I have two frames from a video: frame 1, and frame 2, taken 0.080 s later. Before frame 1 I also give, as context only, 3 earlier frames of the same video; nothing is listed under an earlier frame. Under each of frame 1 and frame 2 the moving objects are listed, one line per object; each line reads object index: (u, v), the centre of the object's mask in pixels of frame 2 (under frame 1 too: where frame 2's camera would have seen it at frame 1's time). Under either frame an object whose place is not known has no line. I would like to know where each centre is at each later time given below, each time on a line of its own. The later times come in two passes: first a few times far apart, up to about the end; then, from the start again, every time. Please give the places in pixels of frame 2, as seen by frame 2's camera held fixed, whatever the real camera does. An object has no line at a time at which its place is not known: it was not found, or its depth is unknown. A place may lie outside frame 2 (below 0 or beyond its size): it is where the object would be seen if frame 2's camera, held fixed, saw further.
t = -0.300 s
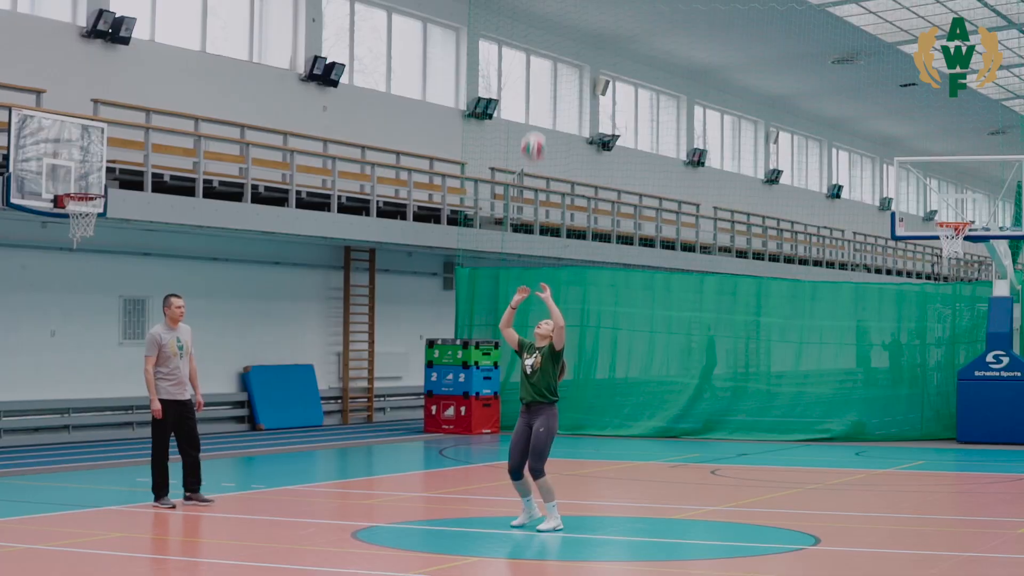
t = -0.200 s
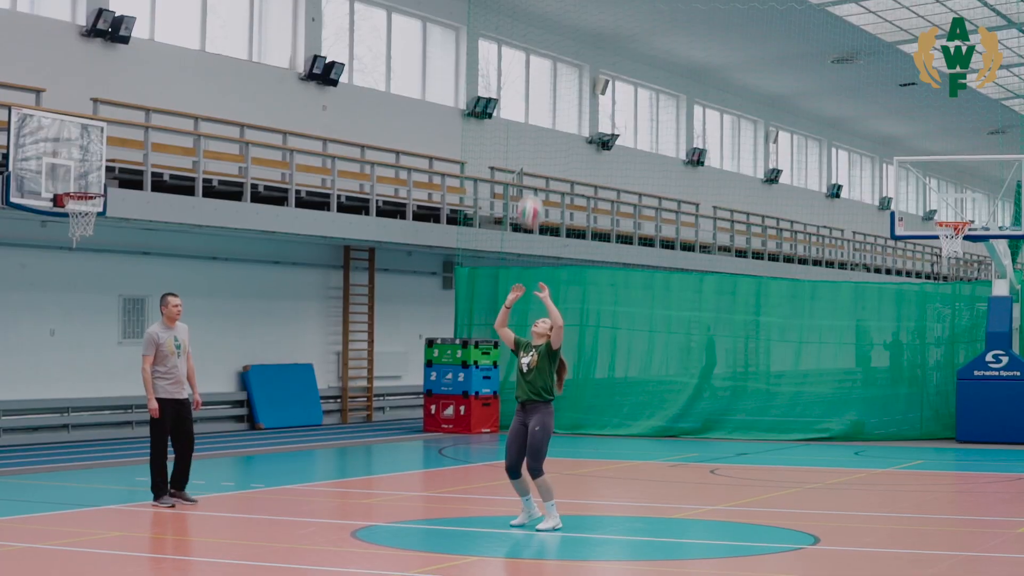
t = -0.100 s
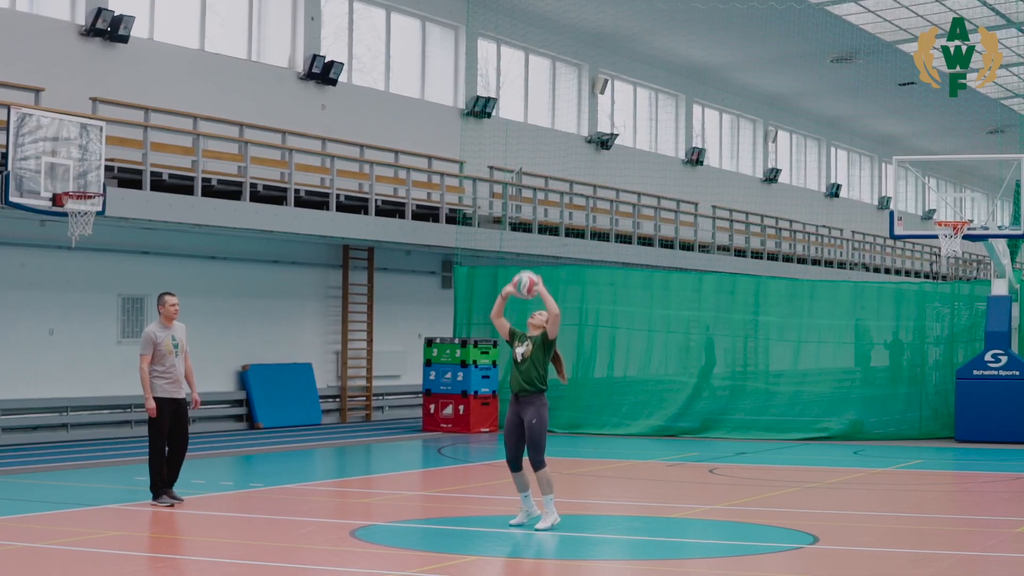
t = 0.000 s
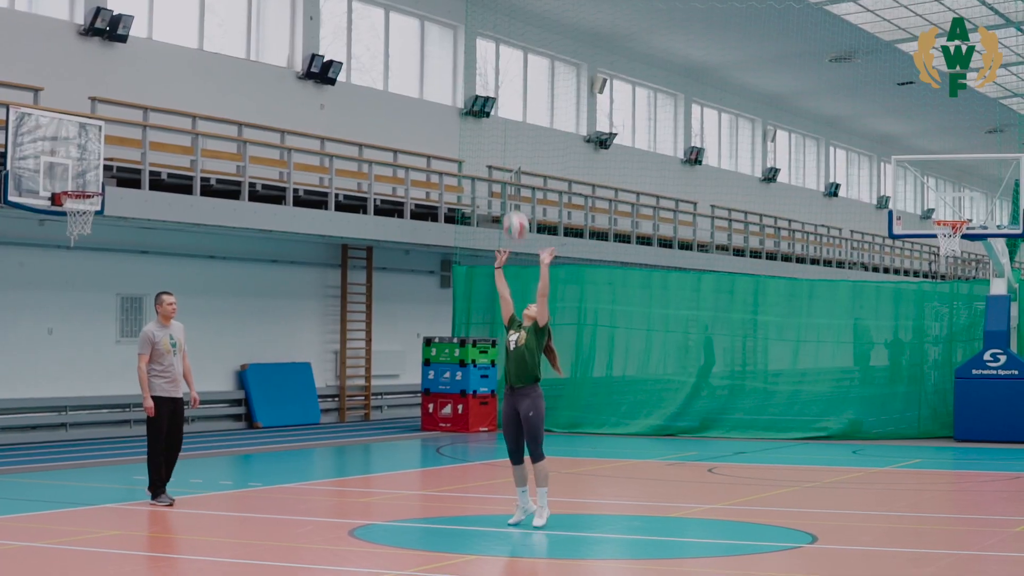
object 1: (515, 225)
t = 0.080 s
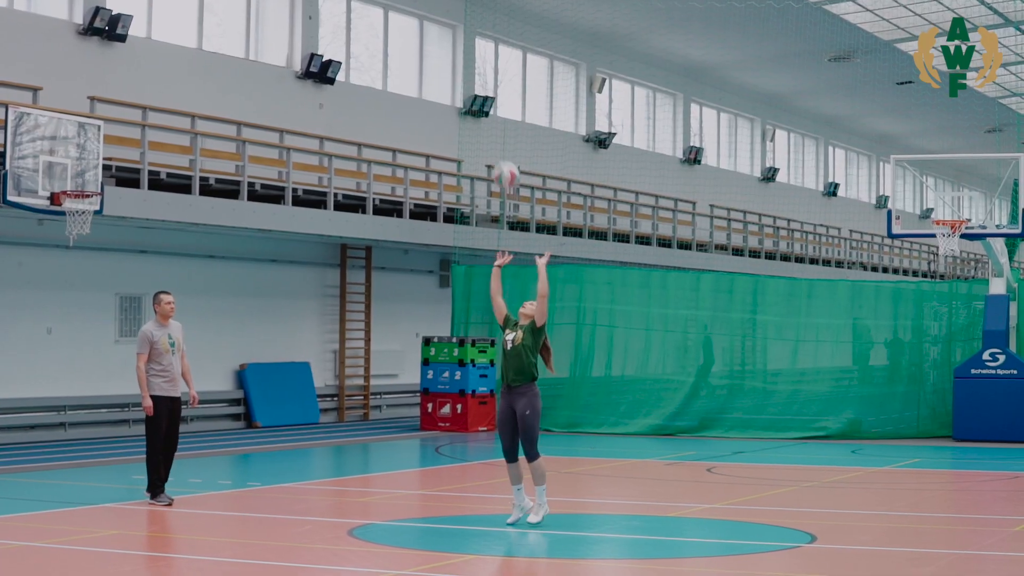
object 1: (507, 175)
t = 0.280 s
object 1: (484, 84)
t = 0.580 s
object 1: (451, 36)
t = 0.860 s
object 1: (419, 91)
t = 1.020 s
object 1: (401, 165)
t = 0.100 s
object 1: (504, 164)
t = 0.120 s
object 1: (501, 152)
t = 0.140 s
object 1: (499, 142)
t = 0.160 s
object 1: (497, 132)
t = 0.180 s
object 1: (494, 124)
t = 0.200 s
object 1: (492, 114)
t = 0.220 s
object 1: (489, 106)
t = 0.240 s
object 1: (487, 100)
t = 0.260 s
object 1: (485, 91)
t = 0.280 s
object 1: (484, 84)
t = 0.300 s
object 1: (481, 78)
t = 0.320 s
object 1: (479, 70)
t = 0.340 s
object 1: (477, 65)
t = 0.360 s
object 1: (475, 60)
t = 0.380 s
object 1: (473, 55)
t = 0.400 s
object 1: (471, 51)
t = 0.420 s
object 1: (468, 48)
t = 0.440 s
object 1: (467, 44)
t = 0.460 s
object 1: (464, 42)
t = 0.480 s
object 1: (462, 39)
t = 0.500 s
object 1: (460, 38)
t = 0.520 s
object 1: (458, 37)
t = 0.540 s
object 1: (456, 36)
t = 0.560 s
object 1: (453, 36)
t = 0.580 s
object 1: (451, 36)
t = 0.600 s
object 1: (449, 37)
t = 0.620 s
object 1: (447, 38)
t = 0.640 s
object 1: (444, 40)
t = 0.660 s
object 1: (442, 42)
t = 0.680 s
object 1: (439, 45)
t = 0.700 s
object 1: (438, 47)
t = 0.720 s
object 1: (435, 51)
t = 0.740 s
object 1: (433, 55)
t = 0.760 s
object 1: (430, 60)
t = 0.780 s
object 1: (428, 66)
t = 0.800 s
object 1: (425, 72)
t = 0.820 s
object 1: (423, 77)
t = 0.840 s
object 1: (421, 84)
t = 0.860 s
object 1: (419, 91)
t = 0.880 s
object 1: (417, 99)
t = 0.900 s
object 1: (415, 107)
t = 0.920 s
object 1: (413, 114)
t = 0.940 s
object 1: (410, 123)
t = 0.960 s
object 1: (408, 132)
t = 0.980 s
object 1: (406, 143)
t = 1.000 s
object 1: (404, 154)
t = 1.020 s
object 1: (401, 165)
